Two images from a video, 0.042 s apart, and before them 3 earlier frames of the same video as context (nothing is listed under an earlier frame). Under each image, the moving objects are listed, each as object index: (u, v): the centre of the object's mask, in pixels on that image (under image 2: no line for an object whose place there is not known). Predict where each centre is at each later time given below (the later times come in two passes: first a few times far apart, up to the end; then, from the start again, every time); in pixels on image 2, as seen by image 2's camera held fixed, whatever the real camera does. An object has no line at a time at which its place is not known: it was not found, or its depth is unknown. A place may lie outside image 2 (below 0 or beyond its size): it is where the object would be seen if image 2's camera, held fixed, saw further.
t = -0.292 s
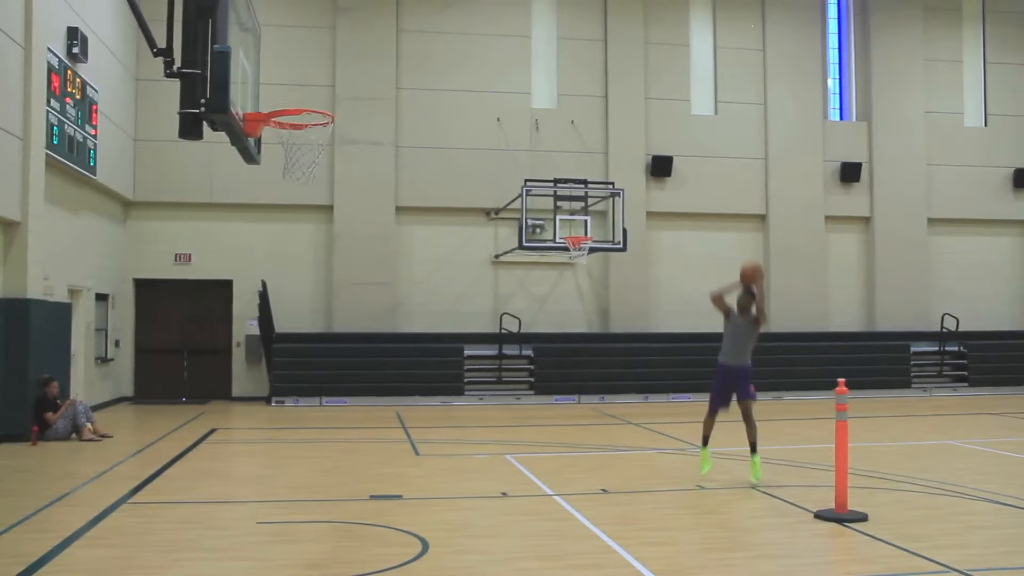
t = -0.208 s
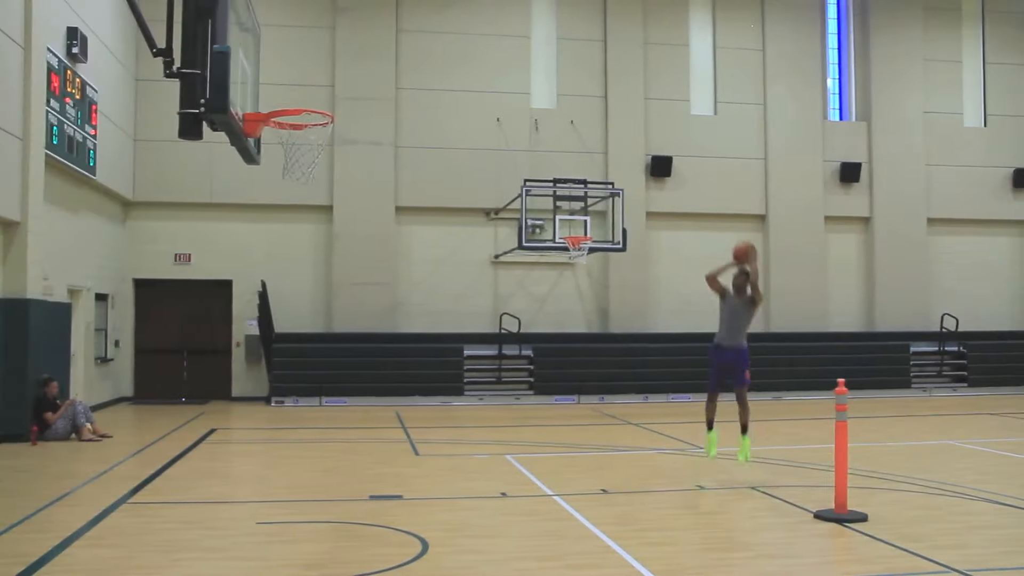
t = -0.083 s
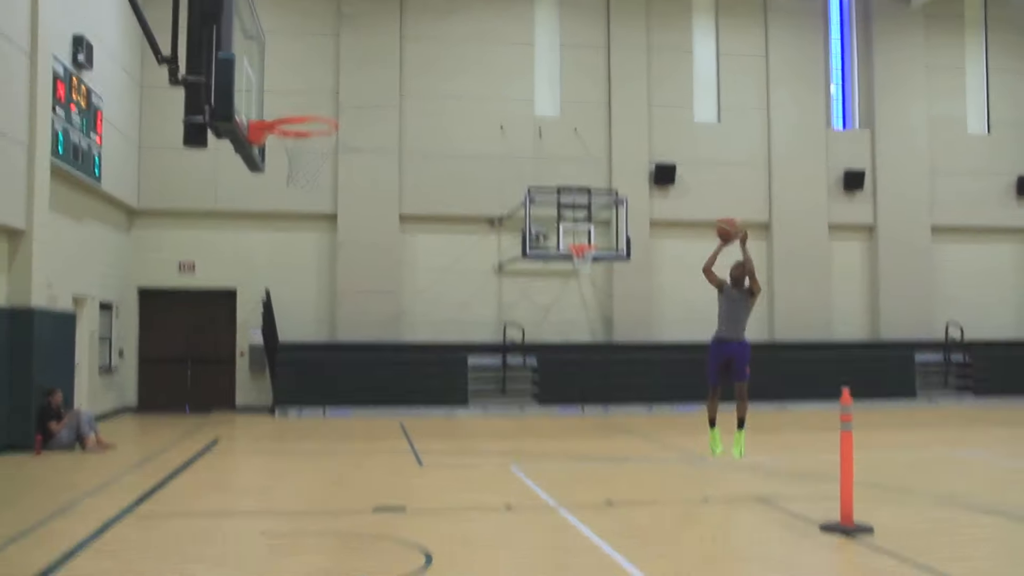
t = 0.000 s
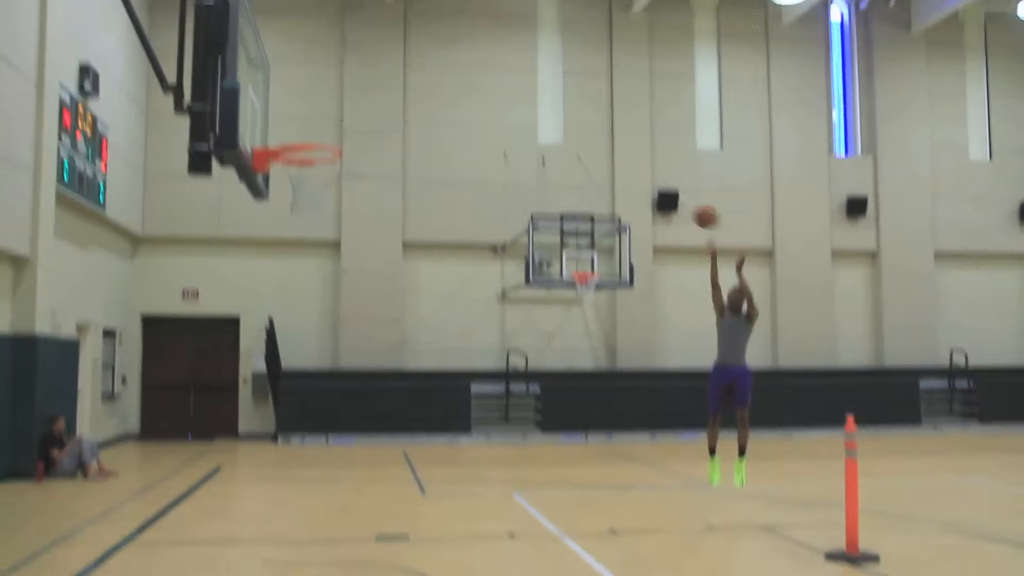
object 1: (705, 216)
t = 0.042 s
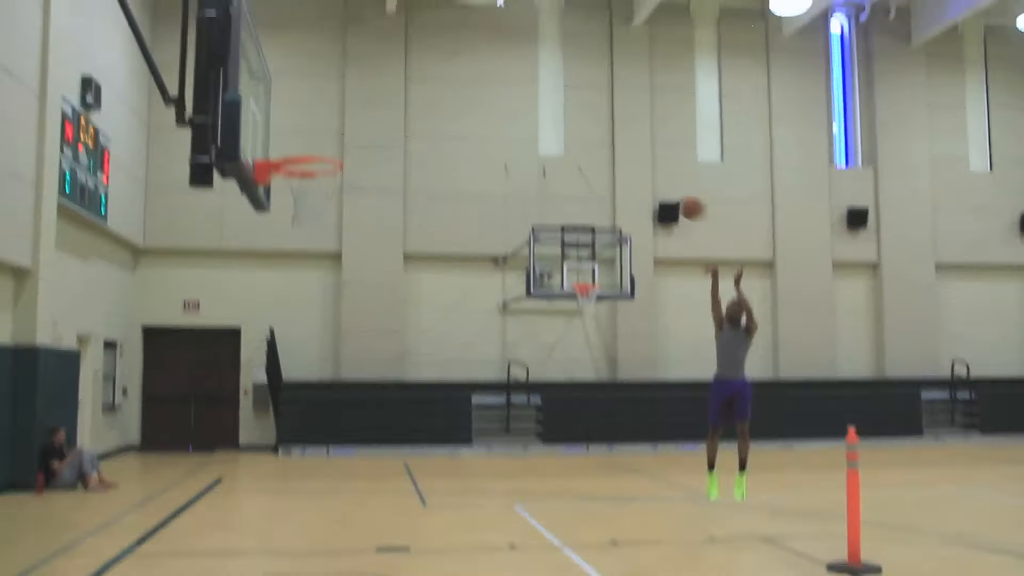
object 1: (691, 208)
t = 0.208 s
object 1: (629, 141)
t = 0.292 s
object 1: (595, 116)
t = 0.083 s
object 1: (676, 188)
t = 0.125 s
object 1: (660, 171)
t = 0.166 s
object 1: (645, 154)
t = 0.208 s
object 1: (629, 141)
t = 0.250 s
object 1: (612, 127)
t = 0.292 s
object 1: (595, 116)
